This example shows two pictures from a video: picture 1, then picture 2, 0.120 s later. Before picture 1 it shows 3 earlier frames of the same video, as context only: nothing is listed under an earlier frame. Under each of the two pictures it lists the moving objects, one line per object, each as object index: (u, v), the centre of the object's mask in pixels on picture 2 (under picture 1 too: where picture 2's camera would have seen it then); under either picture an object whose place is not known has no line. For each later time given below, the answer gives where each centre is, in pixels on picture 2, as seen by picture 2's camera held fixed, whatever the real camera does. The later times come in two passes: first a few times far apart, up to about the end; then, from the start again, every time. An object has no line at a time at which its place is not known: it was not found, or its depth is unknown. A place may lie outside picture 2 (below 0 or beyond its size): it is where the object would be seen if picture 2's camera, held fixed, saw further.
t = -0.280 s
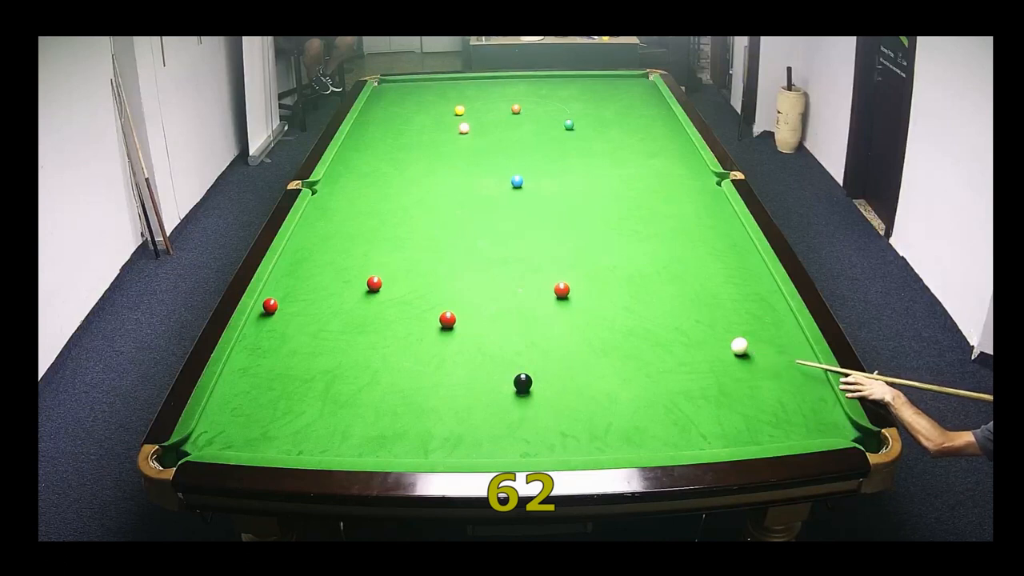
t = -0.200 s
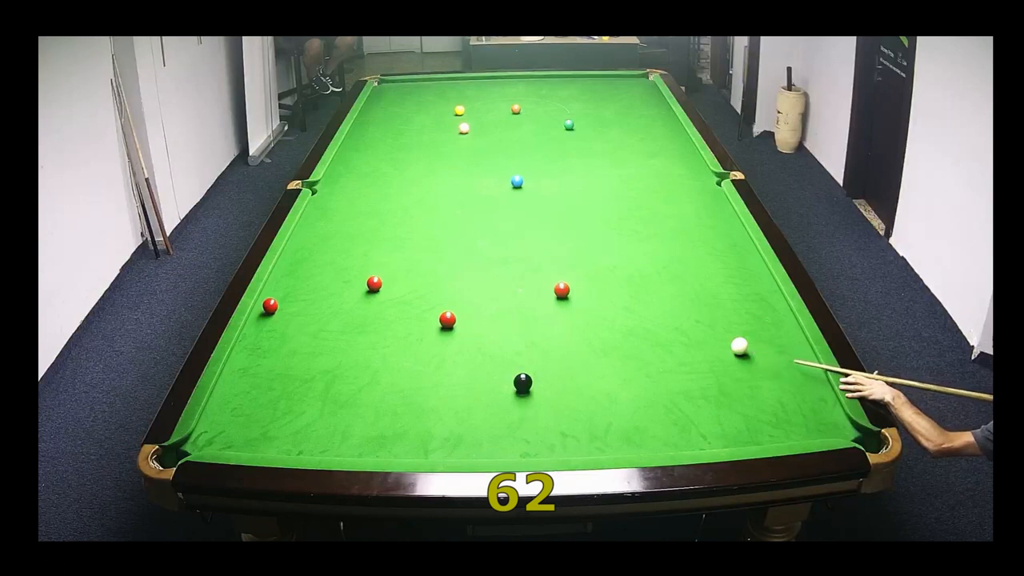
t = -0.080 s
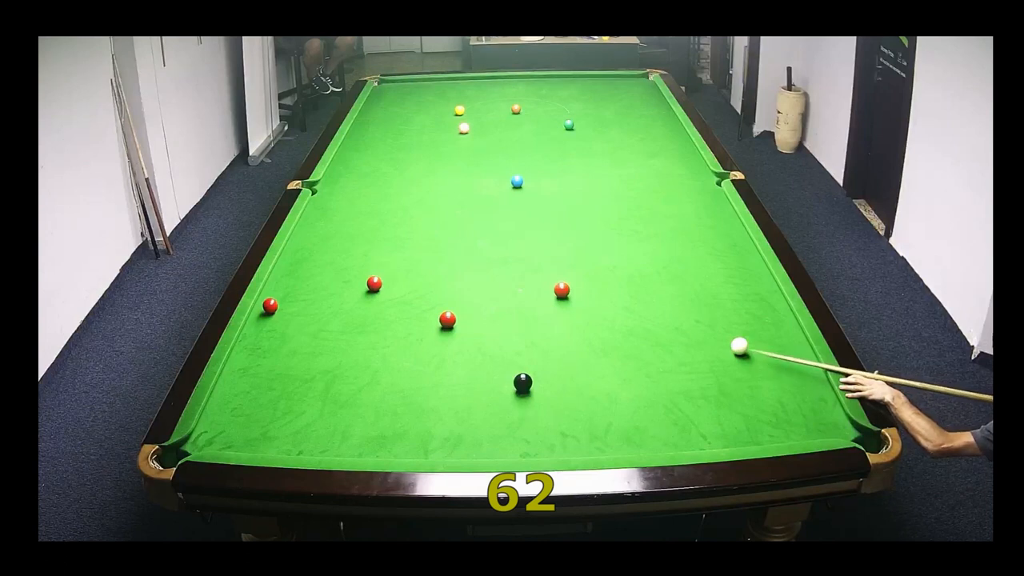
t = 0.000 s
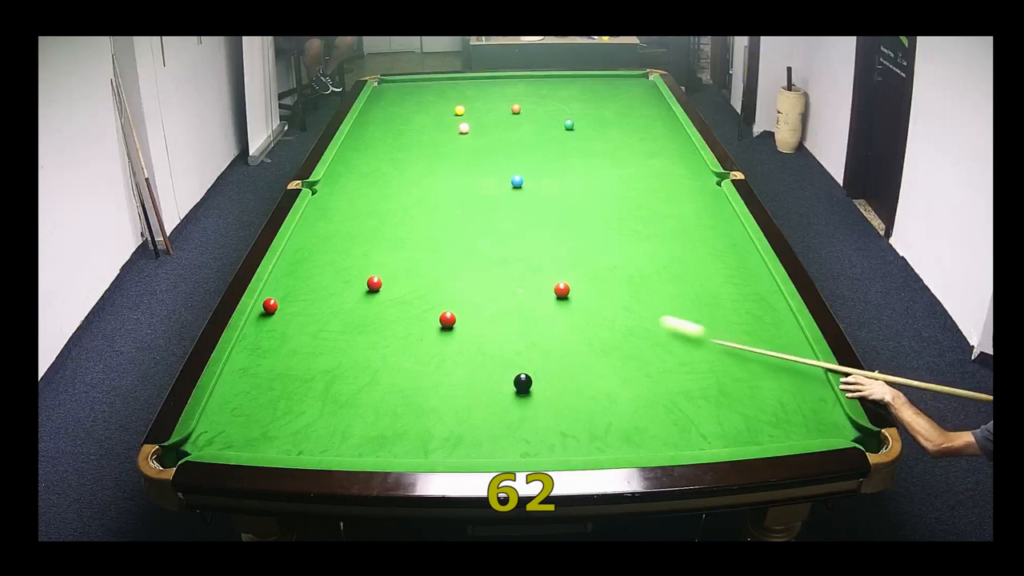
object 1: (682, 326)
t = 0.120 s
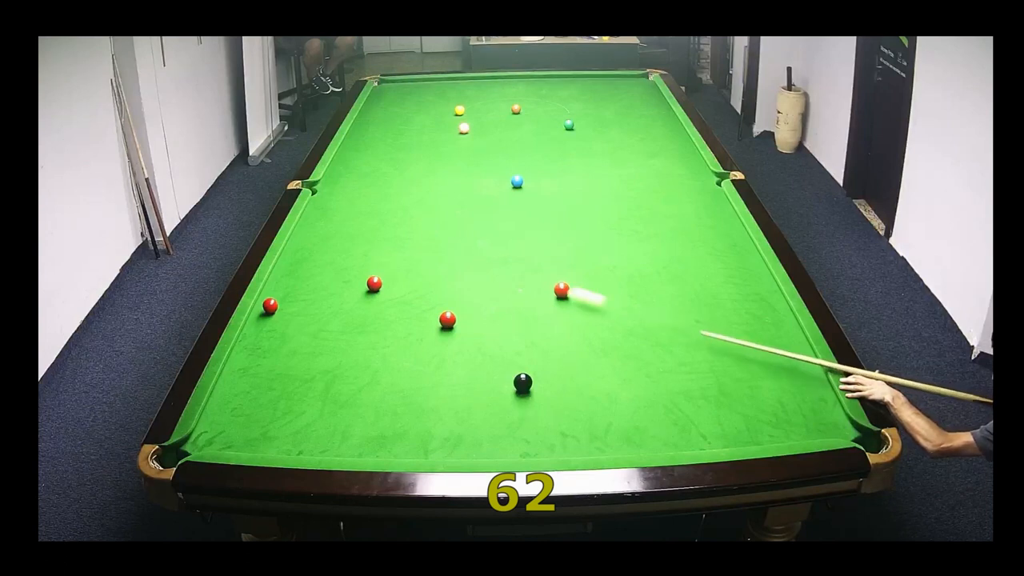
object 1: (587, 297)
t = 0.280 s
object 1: (562, 297)
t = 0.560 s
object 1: (539, 303)
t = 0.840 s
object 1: (517, 308)
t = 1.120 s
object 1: (497, 313)
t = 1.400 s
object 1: (480, 317)
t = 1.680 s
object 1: (464, 320)
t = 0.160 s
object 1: (572, 295)
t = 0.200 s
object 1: (569, 296)
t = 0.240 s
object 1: (566, 297)
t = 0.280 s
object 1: (562, 297)
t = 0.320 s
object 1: (559, 298)
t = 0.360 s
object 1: (556, 300)
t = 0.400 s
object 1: (552, 300)
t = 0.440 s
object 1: (549, 301)
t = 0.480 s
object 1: (546, 302)
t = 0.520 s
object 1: (542, 303)
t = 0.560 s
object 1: (539, 303)
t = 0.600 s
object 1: (536, 304)
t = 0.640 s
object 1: (532, 305)
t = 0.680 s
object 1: (529, 306)
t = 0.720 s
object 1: (526, 306)
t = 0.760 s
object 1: (523, 307)
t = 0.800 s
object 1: (520, 307)
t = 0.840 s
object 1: (517, 308)
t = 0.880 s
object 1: (514, 309)
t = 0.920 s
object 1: (511, 310)
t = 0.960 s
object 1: (508, 311)
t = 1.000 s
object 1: (506, 311)
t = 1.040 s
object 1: (503, 311)
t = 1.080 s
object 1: (500, 312)
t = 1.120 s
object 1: (497, 313)
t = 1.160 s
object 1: (494, 314)
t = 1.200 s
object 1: (492, 314)
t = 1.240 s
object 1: (489, 315)
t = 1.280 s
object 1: (487, 315)
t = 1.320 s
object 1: (485, 316)
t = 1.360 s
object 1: (482, 316)
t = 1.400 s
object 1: (480, 317)
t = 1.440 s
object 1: (477, 317)
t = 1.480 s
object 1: (475, 318)
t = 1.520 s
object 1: (473, 318)
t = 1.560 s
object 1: (471, 319)
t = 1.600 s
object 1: (468, 319)
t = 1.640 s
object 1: (466, 320)
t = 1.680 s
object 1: (464, 320)
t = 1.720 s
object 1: (464, 320)
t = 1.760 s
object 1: (463, 321)
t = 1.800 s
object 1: (463, 321)
